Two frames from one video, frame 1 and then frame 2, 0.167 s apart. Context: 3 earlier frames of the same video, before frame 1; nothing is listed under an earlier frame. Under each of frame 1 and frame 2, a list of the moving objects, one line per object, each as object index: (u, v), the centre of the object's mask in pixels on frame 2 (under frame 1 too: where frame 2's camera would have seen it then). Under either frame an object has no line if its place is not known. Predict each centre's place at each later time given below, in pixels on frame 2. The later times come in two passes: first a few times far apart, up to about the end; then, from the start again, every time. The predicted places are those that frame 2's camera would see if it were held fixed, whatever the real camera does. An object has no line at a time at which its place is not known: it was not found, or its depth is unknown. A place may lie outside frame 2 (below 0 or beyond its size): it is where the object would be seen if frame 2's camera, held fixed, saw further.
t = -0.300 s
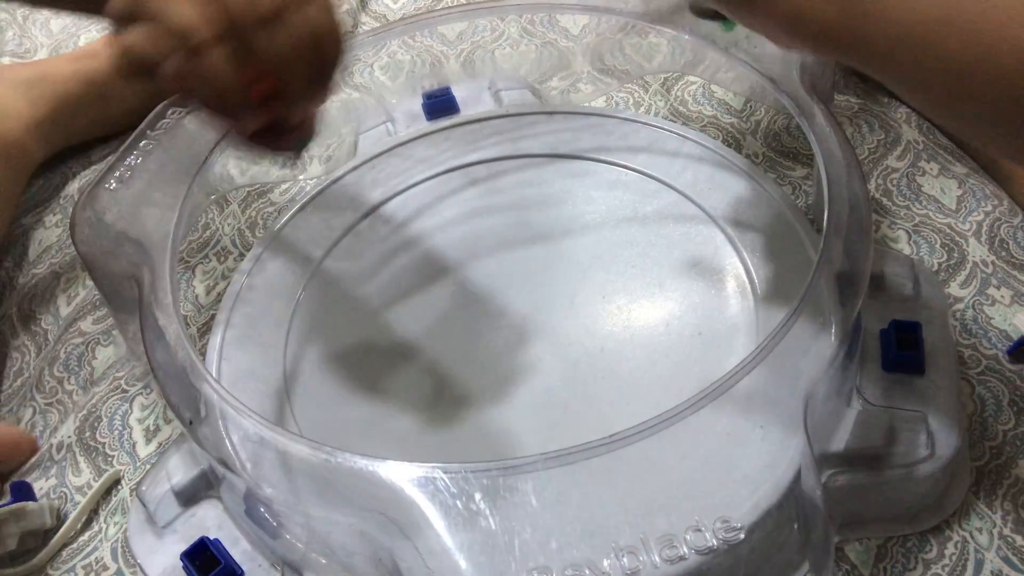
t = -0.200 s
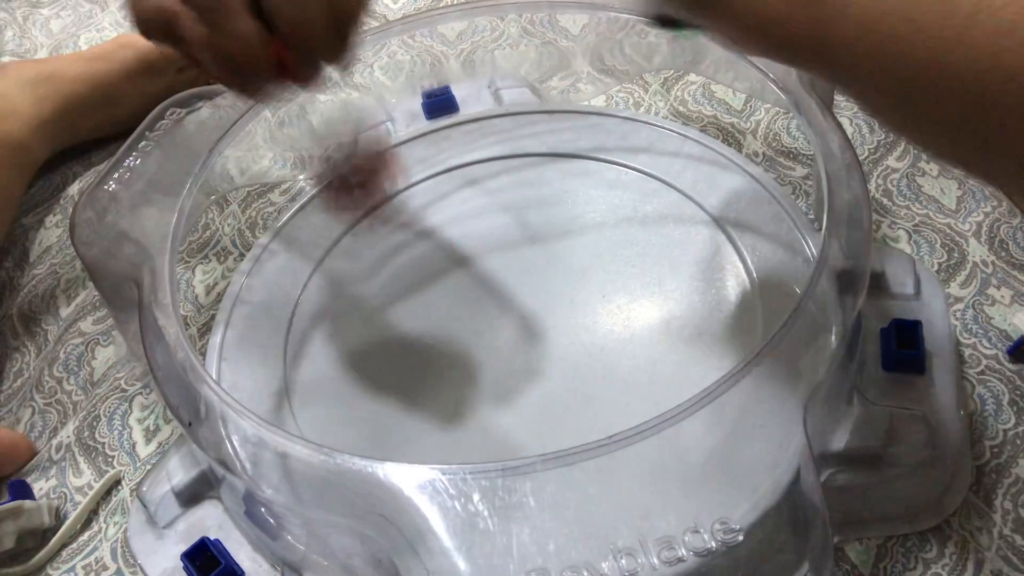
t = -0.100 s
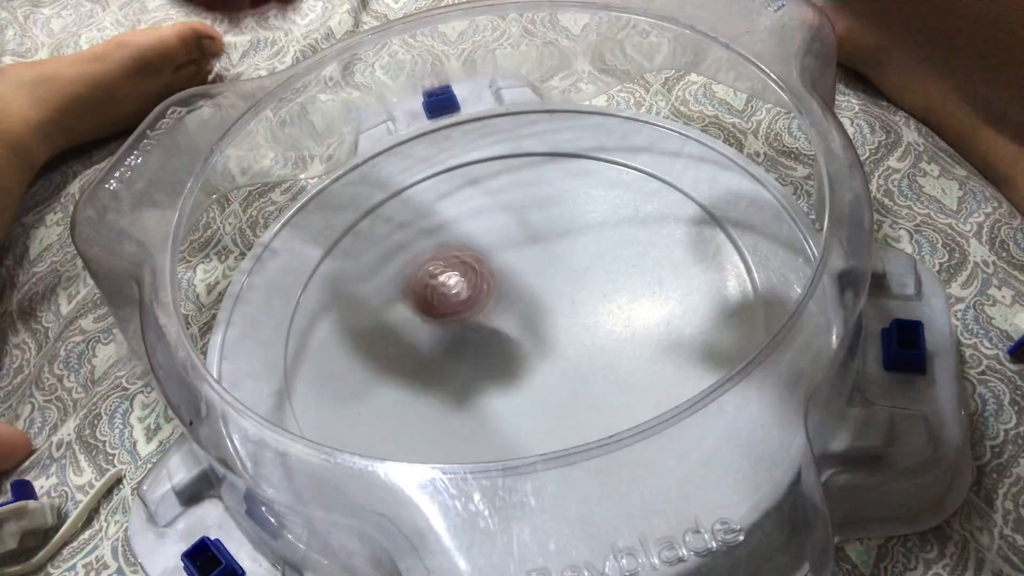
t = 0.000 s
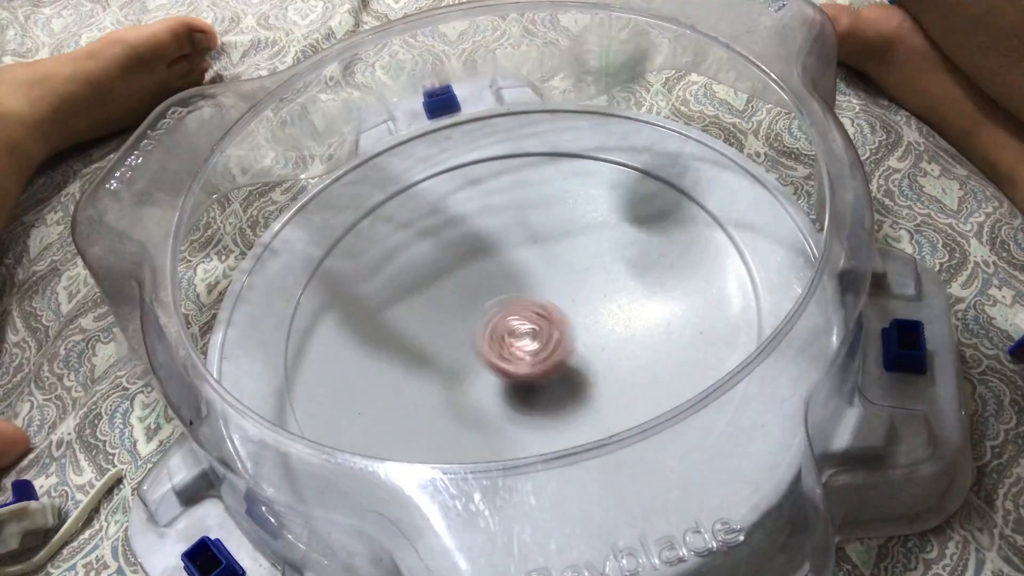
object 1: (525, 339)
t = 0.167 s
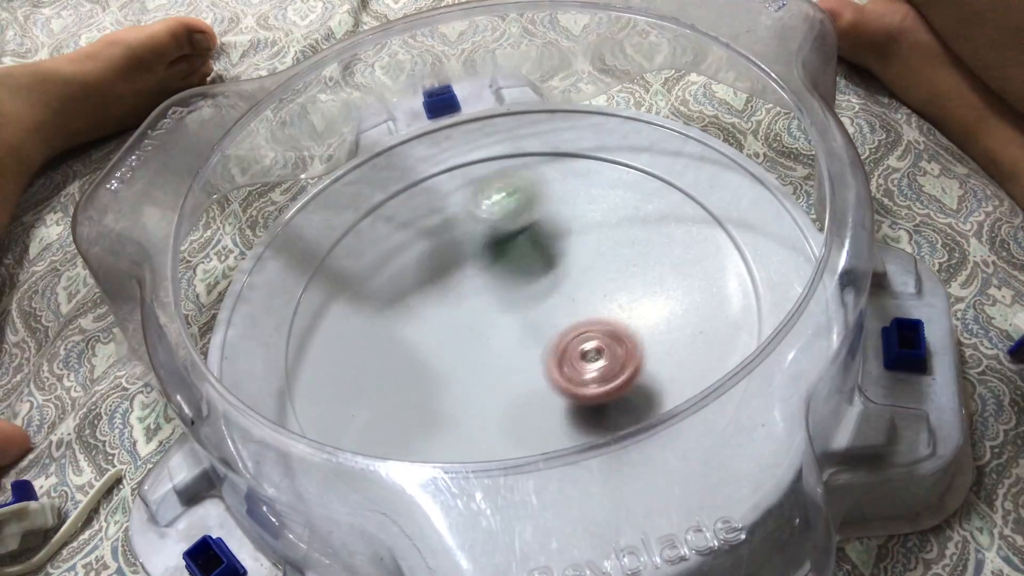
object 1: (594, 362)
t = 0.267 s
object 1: (617, 341)
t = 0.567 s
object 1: (572, 286)
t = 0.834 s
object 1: (495, 349)
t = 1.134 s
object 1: (530, 340)
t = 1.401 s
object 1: (519, 338)
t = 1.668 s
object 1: (645, 345)
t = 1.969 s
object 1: (579, 290)
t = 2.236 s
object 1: (711, 218)
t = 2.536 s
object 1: (523, 278)
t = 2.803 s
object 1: (488, 341)
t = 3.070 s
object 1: (537, 383)
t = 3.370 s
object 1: (586, 347)
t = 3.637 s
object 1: (532, 333)
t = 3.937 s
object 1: (389, 280)
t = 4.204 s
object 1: (244, 354)
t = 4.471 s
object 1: (336, 378)
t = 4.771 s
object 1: (527, 313)
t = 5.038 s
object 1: (639, 274)
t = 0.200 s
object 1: (603, 357)
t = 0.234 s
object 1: (611, 350)
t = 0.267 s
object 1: (617, 341)
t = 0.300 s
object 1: (622, 330)
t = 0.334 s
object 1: (622, 319)
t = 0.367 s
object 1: (618, 309)
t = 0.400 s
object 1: (611, 300)
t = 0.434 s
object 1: (603, 293)
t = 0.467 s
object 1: (595, 289)
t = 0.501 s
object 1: (587, 285)
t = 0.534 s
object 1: (580, 284)
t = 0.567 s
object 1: (572, 286)
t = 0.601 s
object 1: (561, 290)
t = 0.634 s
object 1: (547, 296)
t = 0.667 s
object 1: (535, 304)
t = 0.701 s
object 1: (525, 312)
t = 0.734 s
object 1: (513, 322)
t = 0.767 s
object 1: (504, 332)
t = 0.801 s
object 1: (499, 341)
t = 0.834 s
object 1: (495, 349)
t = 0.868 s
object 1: (494, 356)
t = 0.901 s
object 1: (496, 361)
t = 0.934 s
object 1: (500, 362)
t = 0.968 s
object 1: (505, 361)
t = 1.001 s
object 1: (510, 357)
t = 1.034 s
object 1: (515, 352)
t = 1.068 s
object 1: (520, 347)
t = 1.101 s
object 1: (526, 341)
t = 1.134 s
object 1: (530, 340)
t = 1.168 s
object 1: (533, 343)
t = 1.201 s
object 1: (533, 345)
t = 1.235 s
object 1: (533, 345)
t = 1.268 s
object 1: (531, 345)
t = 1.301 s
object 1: (529, 345)
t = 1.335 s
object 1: (526, 343)
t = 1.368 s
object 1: (522, 341)
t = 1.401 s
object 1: (519, 338)
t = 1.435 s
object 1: (523, 339)
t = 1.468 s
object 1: (556, 354)
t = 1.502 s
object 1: (585, 363)
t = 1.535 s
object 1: (607, 367)
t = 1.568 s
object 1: (626, 366)
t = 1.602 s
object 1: (638, 361)
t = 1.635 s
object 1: (644, 354)
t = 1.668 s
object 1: (645, 345)
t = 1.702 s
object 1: (643, 335)
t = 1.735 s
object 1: (637, 325)
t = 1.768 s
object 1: (630, 316)
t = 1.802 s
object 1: (621, 308)
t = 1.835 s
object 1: (612, 302)
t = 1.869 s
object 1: (604, 298)
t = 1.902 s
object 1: (595, 294)
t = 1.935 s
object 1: (587, 292)
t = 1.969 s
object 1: (579, 290)
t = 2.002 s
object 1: (570, 288)
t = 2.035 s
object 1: (577, 285)
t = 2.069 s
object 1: (625, 266)
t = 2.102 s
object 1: (665, 249)
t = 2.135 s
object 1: (698, 234)
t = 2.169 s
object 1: (718, 220)
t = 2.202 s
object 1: (725, 213)
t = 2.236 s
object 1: (711, 218)
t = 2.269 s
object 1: (695, 225)
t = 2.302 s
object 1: (674, 231)
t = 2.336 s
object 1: (652, 238)
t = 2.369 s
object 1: (630, 245)
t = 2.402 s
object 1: (607, 252)
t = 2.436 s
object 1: (584, 257)
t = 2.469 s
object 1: (562, 264)
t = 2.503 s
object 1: (541, 272)
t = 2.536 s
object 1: (523, 278)
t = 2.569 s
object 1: (509, 285)
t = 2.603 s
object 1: (497, 293)
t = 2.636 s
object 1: (488, 301)
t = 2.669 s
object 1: (483, 308)
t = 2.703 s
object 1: (482, 315)
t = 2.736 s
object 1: (482, 324)
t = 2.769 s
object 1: (485, 333)
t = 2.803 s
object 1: (488, 341)
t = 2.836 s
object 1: (492, 350)
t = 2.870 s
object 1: (497, 358)
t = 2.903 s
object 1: (502, 364)
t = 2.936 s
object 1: (507, 370)
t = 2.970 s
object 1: (514, 375)
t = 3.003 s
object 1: (521, 379)
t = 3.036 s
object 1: (528, 382)
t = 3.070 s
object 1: (537, 383)
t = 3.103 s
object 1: (544, 382)
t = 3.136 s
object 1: (551, 378)
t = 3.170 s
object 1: (557, 373)
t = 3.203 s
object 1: (562, 368)
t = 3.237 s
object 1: (571, 363)
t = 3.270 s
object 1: (576, 358)
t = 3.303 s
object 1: (580, 354)
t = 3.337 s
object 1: (584, 351)
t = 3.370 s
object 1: (586, 347)
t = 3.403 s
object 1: (587, 346)
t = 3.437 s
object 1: (582, 344)
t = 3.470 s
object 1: (576, 343)
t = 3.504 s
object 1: (568, 343)
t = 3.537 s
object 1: (560, 342)
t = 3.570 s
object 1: (550, 340)
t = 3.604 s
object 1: (540, 336)
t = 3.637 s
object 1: (532, 333)
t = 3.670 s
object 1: (525, 330)
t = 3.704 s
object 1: (520, 329)
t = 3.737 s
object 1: (516, 328)
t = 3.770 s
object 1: (509, 328)
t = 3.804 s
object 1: (505, 327)
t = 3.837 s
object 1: (509, 328)
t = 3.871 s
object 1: (483, 310)
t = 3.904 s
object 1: (428, 290)
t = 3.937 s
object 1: (389, 280)
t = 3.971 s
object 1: (348, 270)
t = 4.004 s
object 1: (310, 281)
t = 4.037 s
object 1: (282, 297)
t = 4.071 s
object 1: (264, 311)
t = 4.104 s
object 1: (252, 326)
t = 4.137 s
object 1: (244, 339)
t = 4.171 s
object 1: (243, 348)
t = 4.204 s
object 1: (244, 354)
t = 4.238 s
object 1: (247, 359)
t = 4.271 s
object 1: (254, 363)
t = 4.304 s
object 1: (261, 368)
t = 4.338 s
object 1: (272, 373)
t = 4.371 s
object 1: (284, 376)
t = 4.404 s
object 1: (297, 376)
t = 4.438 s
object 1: (316, 379)
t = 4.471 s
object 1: (336, 378)
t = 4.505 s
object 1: (356, 374)
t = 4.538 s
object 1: (381, 371)
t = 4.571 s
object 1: (405, 365)
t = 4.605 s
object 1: (426, 354)
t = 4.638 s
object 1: (448, 341)
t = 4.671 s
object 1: (468, 329)
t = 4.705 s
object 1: (489, 316)
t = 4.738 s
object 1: (508, 316)
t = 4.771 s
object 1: (527, 313)
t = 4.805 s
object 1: (545, 309)
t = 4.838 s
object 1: (565, 304)
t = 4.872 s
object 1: (583, 297)
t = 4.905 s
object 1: (599, 290)
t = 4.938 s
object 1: (614, 284)
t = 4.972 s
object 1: (626, 279)
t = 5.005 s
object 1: (634, 275)
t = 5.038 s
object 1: (639, 274)
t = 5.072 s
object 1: (640, 274)
